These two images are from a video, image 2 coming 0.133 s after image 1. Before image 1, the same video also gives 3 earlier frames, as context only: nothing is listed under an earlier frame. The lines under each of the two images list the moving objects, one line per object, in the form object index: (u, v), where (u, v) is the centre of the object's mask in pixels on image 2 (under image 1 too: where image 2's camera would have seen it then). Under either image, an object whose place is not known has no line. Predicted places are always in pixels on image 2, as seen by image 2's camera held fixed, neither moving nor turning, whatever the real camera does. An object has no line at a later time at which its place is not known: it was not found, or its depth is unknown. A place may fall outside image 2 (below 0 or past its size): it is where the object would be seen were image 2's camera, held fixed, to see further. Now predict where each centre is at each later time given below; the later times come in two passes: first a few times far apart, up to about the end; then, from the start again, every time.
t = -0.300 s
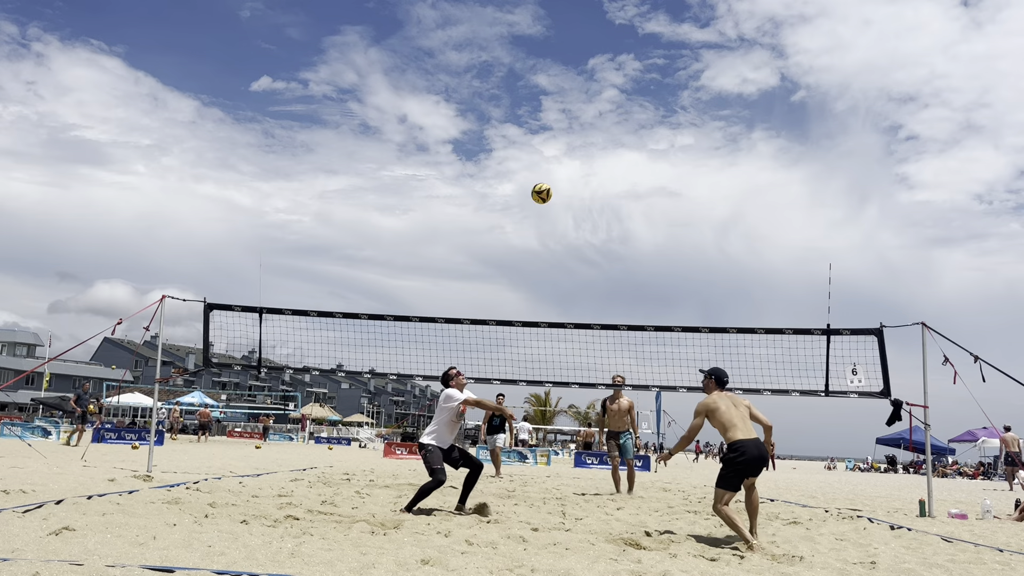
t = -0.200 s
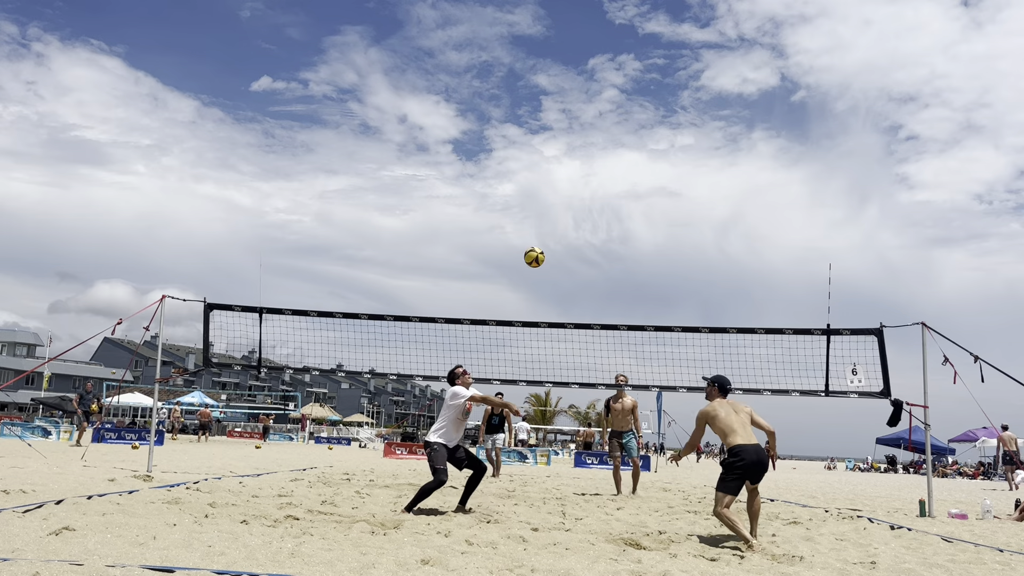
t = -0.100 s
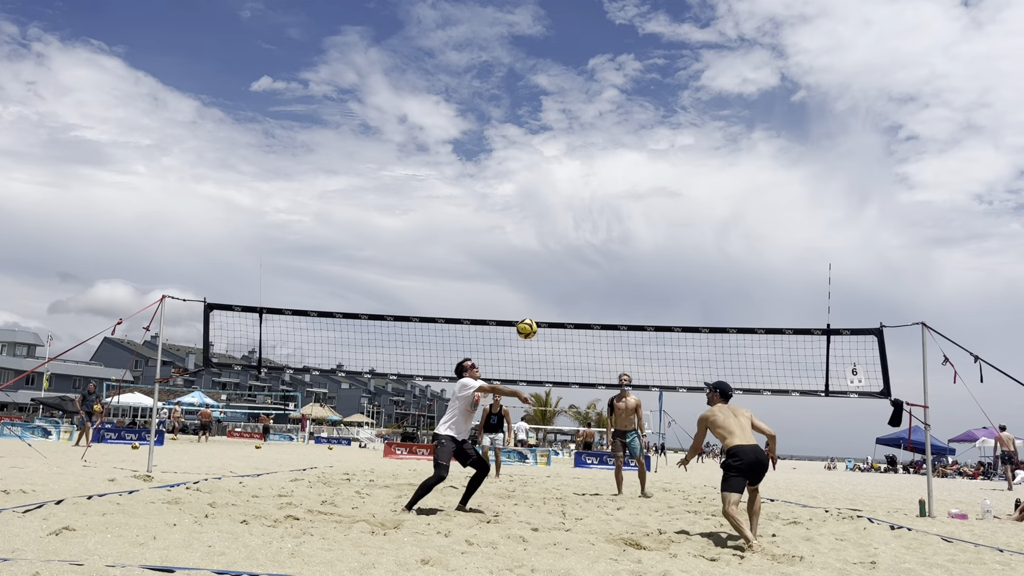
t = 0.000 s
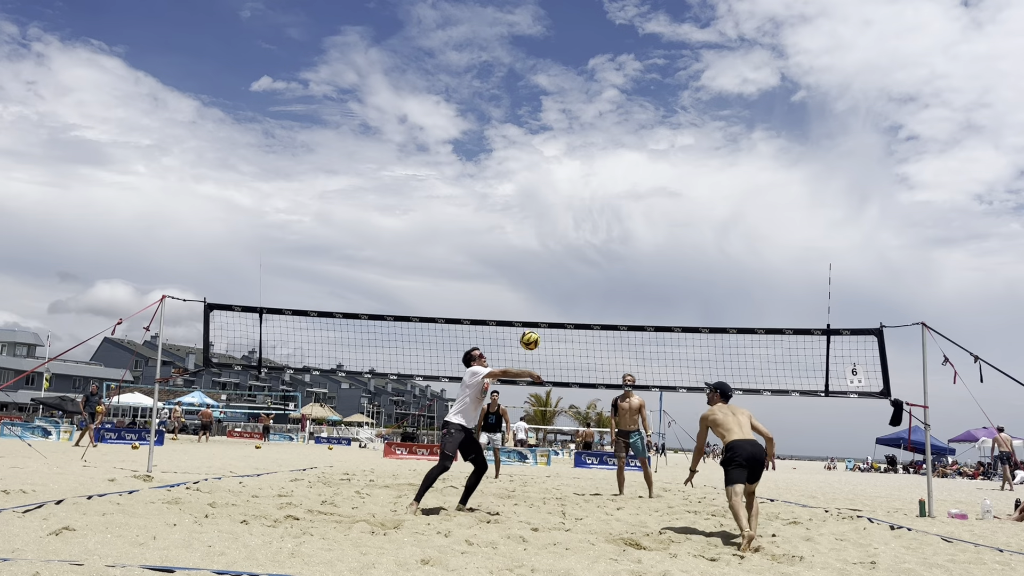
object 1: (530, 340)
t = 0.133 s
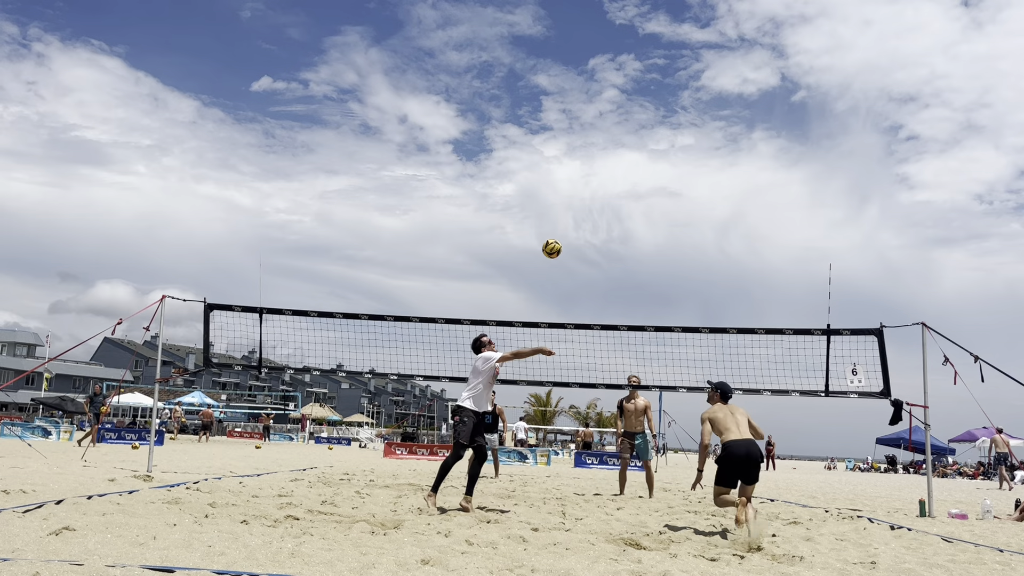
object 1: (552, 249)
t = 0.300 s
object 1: (573, 166)
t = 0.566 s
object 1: (599, 98)
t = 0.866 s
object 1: (617, 97)
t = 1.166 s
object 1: (627, 165)
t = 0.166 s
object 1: (557, 229)
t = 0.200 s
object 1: (561, 211)
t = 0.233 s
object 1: (565, 195)
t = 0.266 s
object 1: (569, 180)
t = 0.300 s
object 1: (573, 166)
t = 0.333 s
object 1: (577, 154)
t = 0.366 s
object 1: (581, 142)
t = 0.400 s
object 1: (585, 132)
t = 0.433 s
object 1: (588, 123)
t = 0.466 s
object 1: (591, 115)
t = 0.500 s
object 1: (594, 108)
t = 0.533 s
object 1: (597, 102)
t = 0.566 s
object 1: (599, 98)
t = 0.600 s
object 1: (601, 94)
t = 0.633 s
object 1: (604, 91)
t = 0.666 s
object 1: (606, 89)
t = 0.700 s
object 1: (608, 88)
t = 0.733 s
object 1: (610, 89)
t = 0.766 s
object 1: (612, 89)
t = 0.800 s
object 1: (613, 91)
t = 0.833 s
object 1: (615, 94)
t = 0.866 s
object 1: (617, 97)
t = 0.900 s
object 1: (618, 102)
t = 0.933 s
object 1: (619, 107)
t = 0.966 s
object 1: (621, 113)
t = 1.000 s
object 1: (622, 120)
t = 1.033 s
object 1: (623, 127)
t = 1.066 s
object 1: (624, 136)
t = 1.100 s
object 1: (625, 145)
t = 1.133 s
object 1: (626, 154)
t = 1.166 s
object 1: (627, 165)
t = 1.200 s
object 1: (627, 176)
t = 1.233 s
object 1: (628, 188)
